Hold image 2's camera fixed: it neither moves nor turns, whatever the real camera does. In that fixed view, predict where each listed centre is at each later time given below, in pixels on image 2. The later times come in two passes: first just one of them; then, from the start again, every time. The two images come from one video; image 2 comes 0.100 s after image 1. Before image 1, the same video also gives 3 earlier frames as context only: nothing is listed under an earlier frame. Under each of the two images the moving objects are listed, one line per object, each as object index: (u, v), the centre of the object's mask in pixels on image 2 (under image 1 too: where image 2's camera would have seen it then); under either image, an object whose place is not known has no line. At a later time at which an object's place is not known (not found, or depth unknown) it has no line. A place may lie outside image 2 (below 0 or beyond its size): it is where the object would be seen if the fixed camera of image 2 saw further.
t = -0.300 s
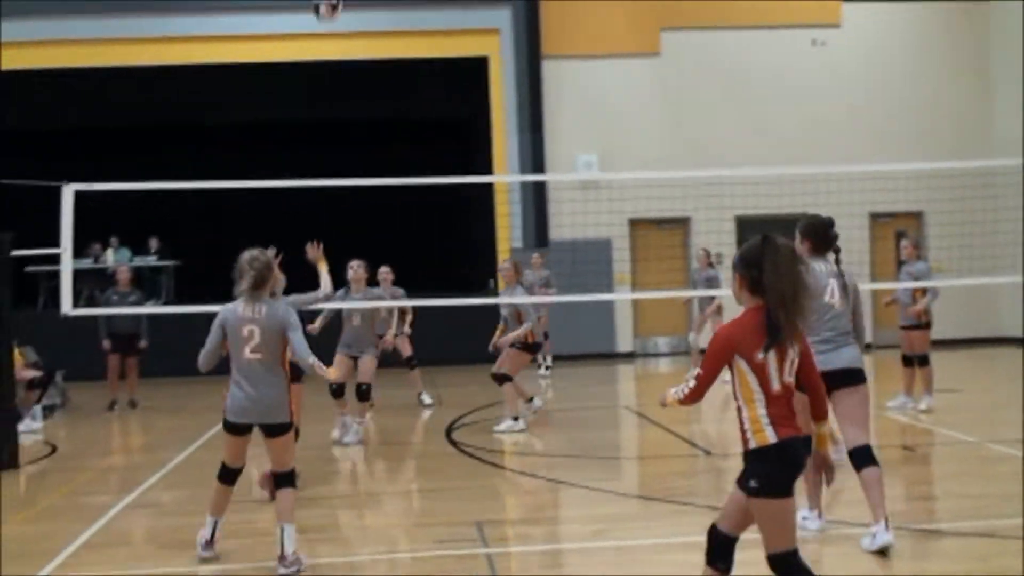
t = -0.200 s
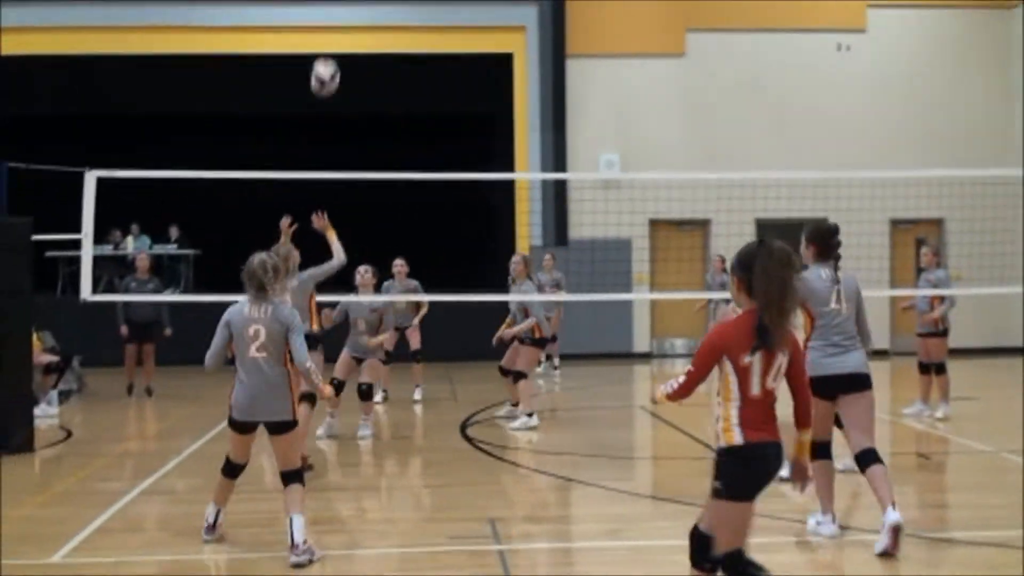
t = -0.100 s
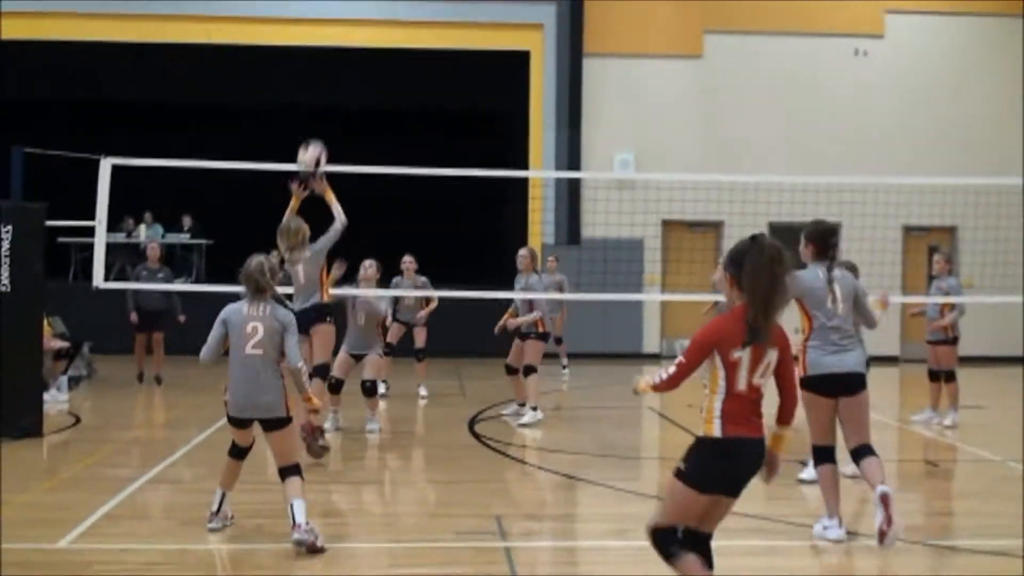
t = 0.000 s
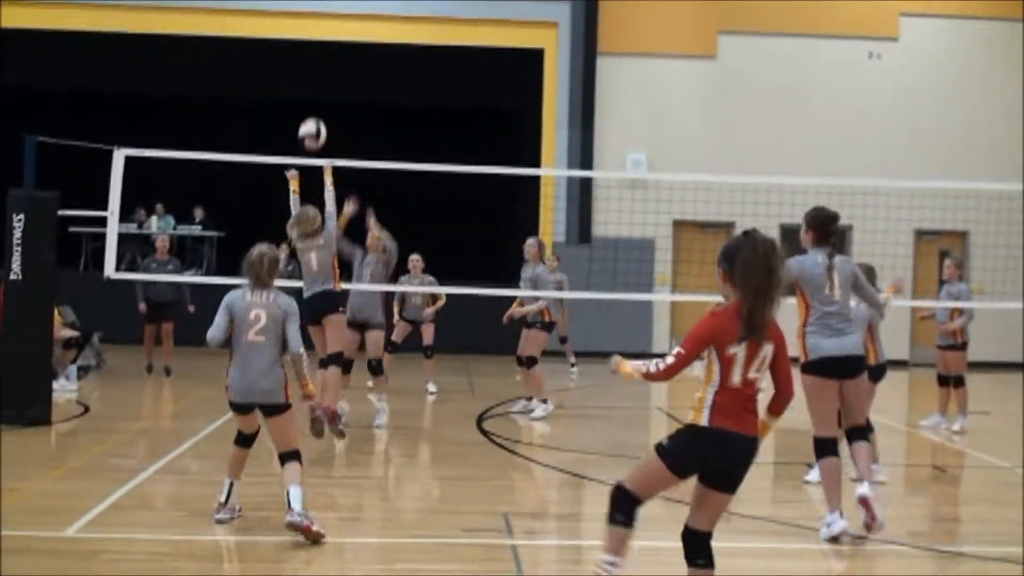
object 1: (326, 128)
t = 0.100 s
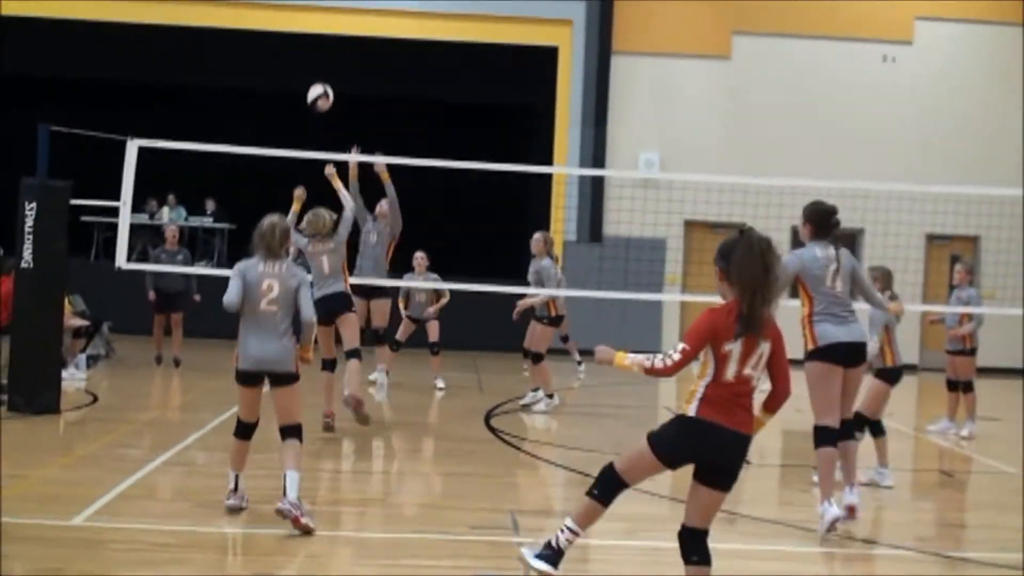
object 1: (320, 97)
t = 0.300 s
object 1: (312, 78)
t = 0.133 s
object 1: (319, 90)
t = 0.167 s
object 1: (317, 86)
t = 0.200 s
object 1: (316, 82)
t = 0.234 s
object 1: (315, 79)
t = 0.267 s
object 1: (314, 78)
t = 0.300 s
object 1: (312, 78)
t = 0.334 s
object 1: (311, 80)
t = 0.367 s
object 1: (309, 82)
